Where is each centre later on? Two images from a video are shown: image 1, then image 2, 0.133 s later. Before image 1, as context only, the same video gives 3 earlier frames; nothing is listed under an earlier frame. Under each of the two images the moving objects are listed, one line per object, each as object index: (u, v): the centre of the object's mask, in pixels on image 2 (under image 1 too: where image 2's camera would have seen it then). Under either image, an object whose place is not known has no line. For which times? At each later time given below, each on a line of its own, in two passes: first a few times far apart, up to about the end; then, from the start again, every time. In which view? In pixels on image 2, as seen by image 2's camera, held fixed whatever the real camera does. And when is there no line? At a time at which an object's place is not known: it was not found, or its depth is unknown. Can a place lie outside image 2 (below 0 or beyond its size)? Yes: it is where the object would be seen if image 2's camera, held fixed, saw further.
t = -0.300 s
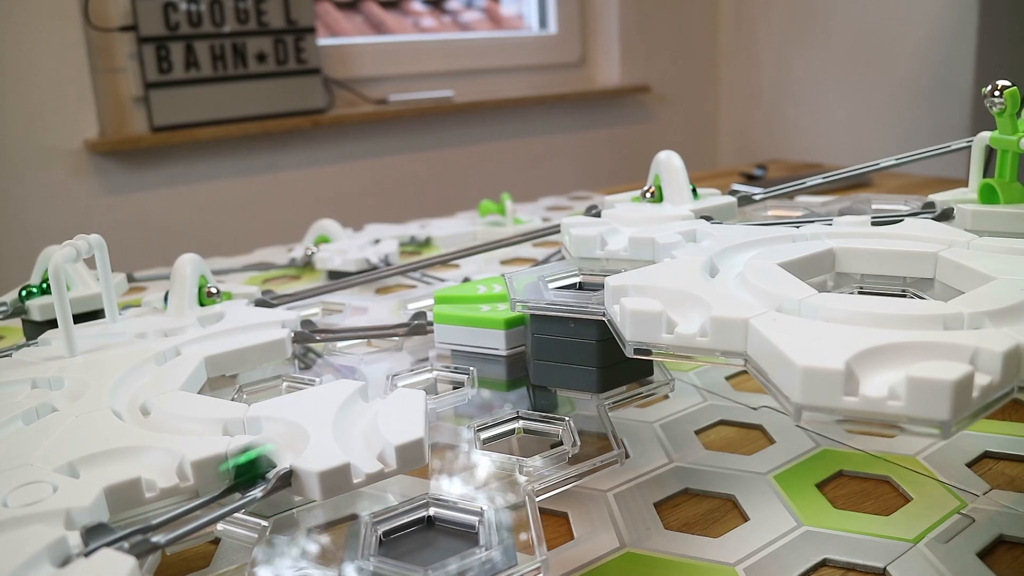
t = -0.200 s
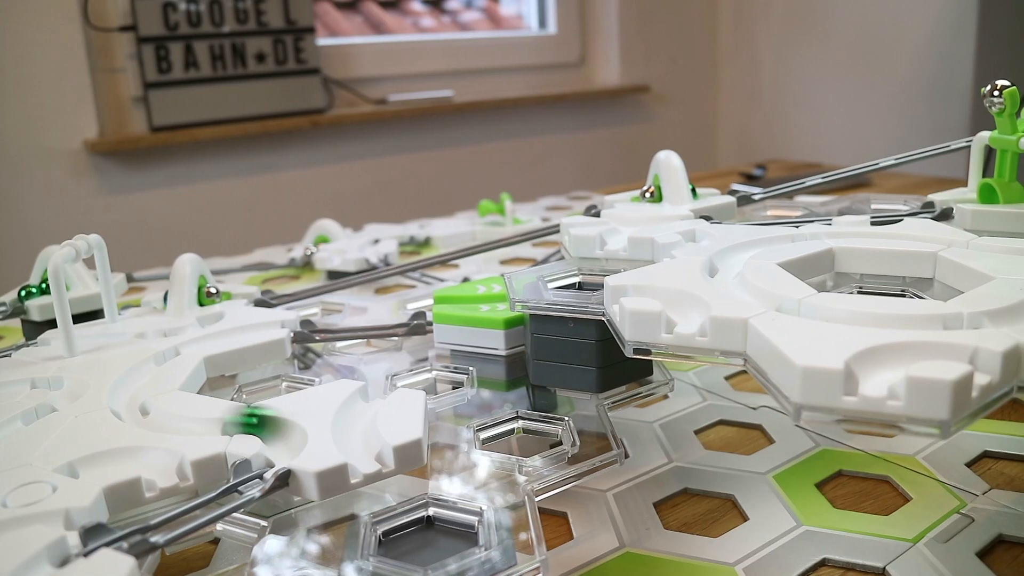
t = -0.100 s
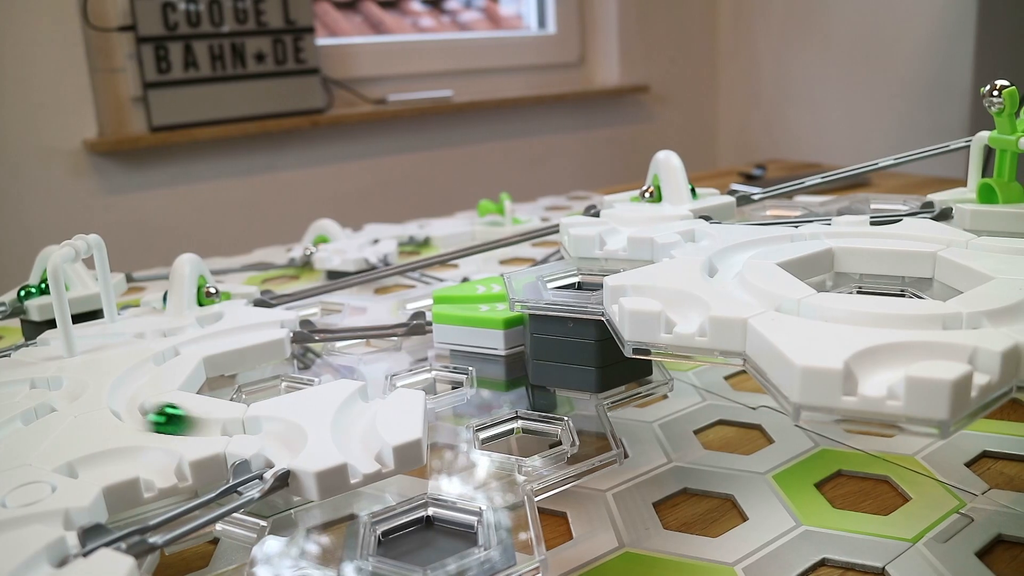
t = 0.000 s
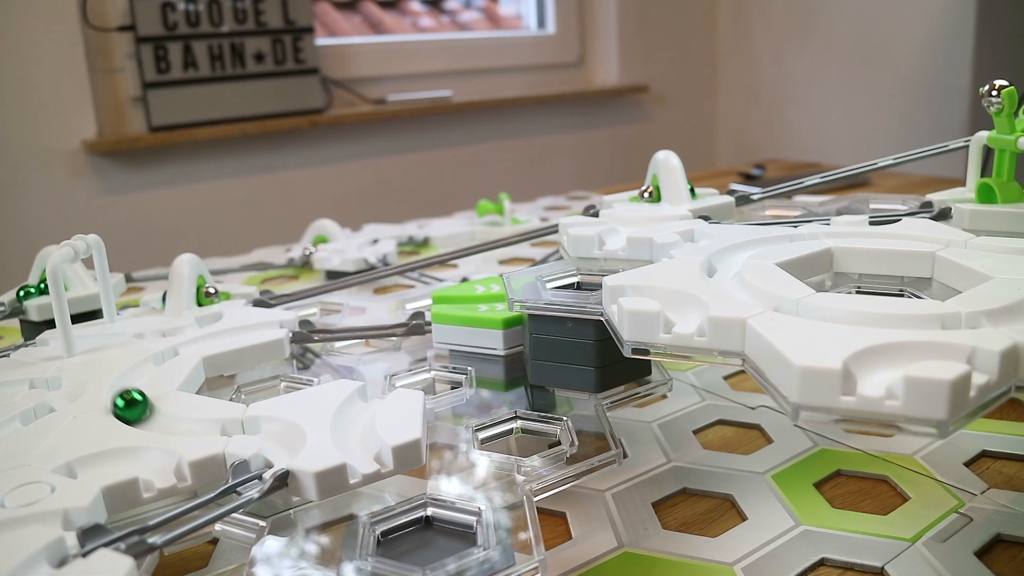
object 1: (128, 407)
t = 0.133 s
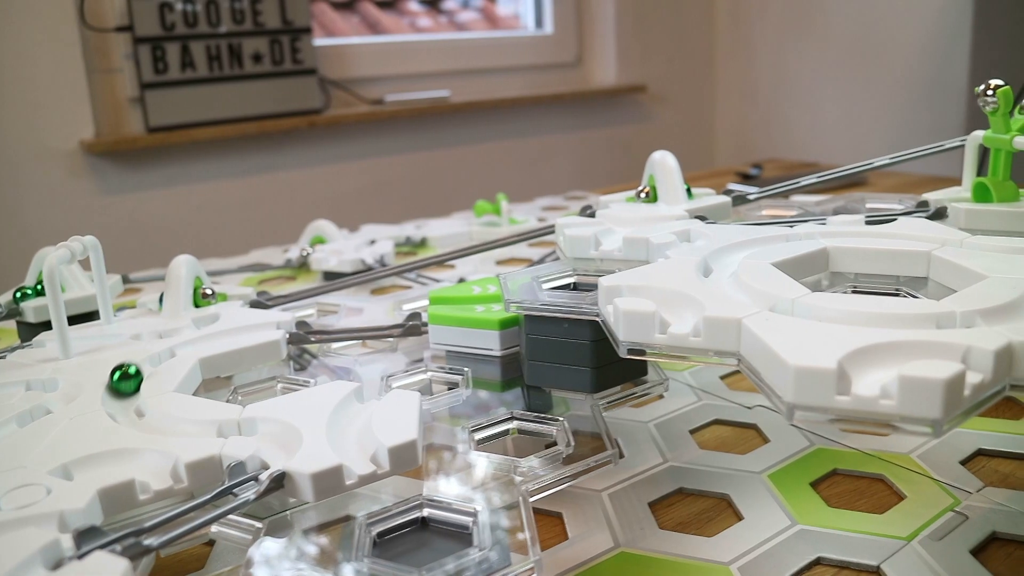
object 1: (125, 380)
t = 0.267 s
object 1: (164, 351)
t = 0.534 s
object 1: (289, 322)
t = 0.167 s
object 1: (132, 372)
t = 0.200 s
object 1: (141, 364)
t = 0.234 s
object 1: (153, 356)
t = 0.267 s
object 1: (164, 351)
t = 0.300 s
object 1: (178, 345)
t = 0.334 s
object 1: (193, 339)
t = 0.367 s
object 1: (209, 334)
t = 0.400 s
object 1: (225, 329)
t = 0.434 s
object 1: (240, 326)
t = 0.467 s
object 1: (255, 324)
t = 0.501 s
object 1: (273, 322)
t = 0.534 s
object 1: (289, 322)
